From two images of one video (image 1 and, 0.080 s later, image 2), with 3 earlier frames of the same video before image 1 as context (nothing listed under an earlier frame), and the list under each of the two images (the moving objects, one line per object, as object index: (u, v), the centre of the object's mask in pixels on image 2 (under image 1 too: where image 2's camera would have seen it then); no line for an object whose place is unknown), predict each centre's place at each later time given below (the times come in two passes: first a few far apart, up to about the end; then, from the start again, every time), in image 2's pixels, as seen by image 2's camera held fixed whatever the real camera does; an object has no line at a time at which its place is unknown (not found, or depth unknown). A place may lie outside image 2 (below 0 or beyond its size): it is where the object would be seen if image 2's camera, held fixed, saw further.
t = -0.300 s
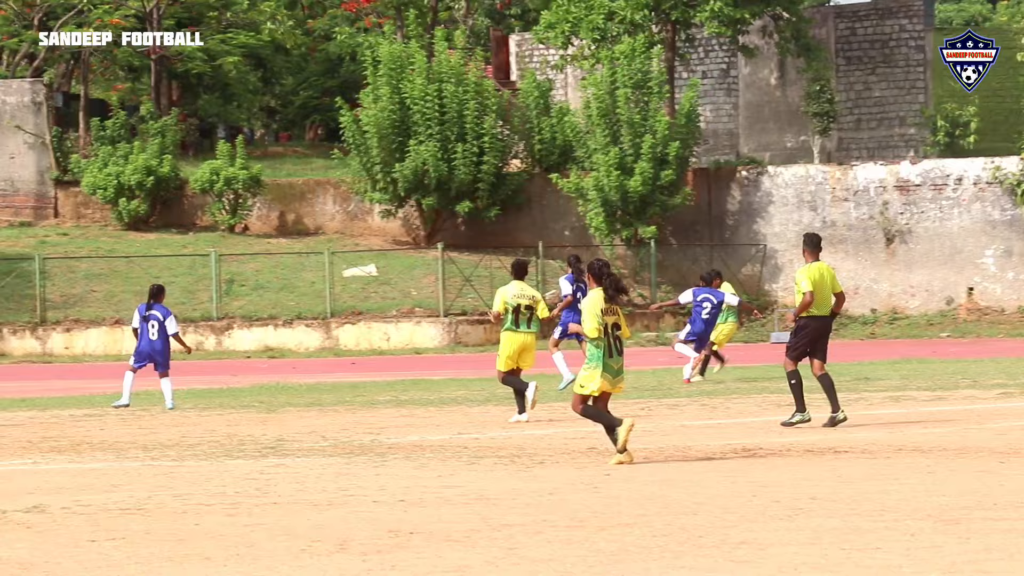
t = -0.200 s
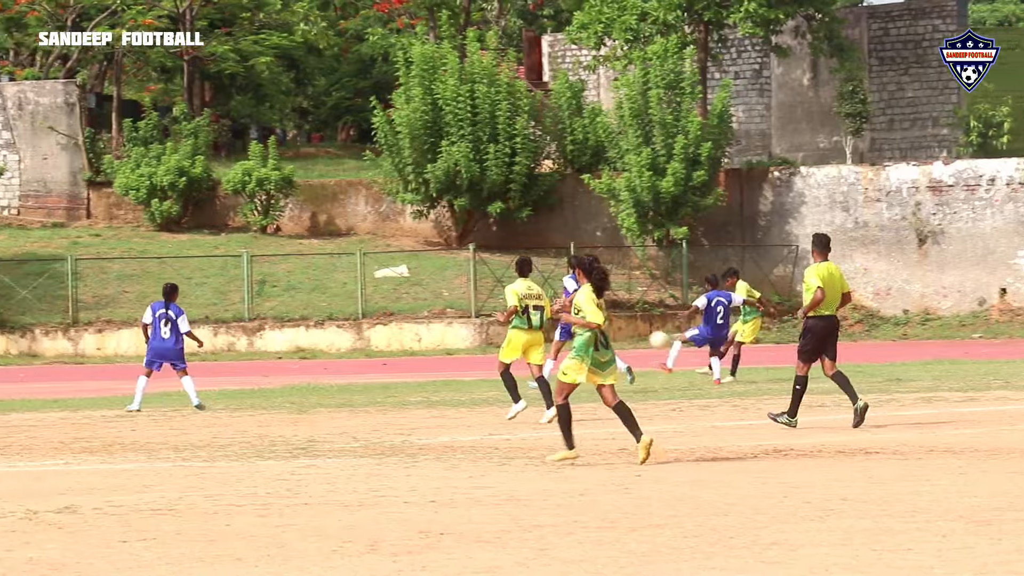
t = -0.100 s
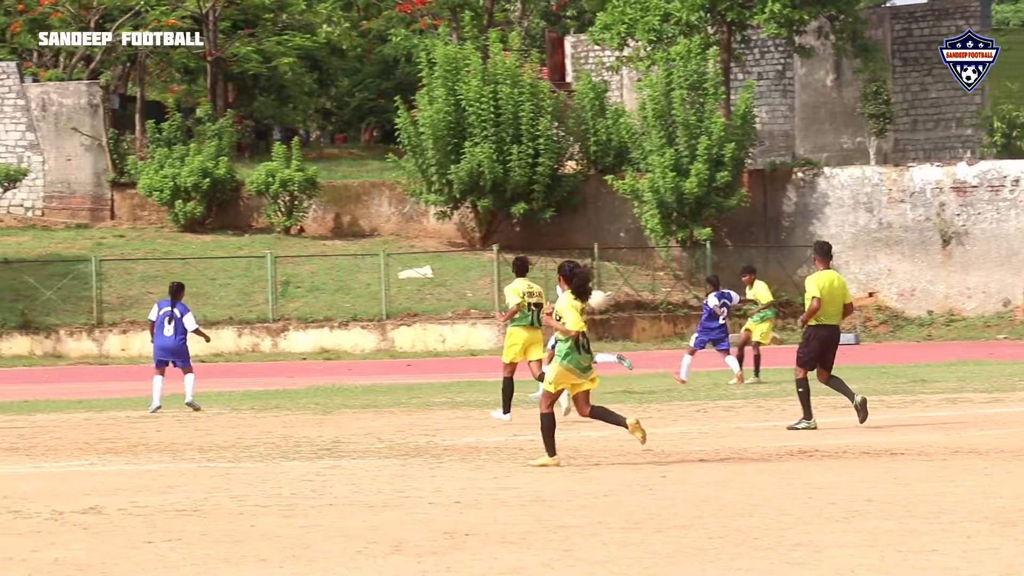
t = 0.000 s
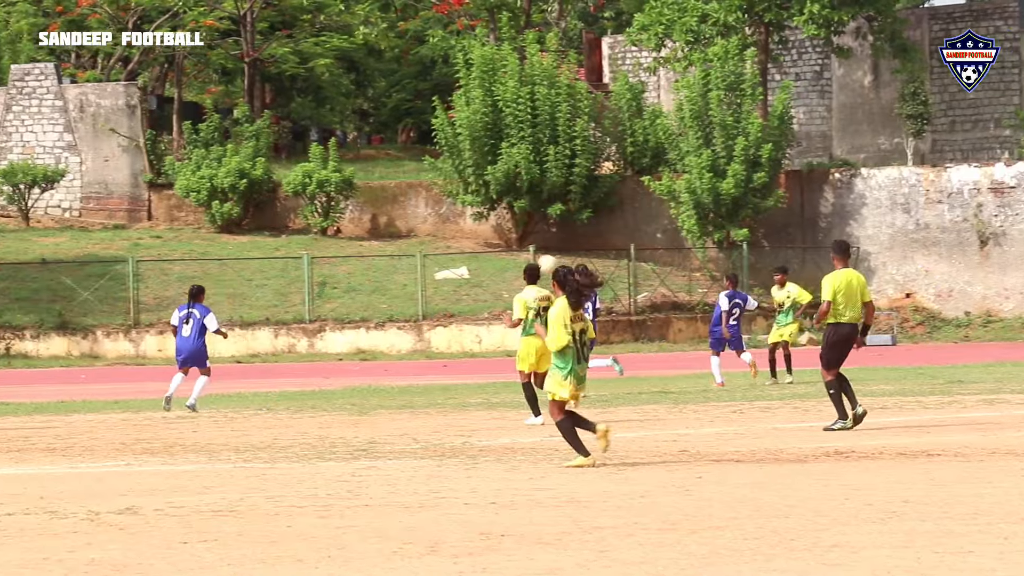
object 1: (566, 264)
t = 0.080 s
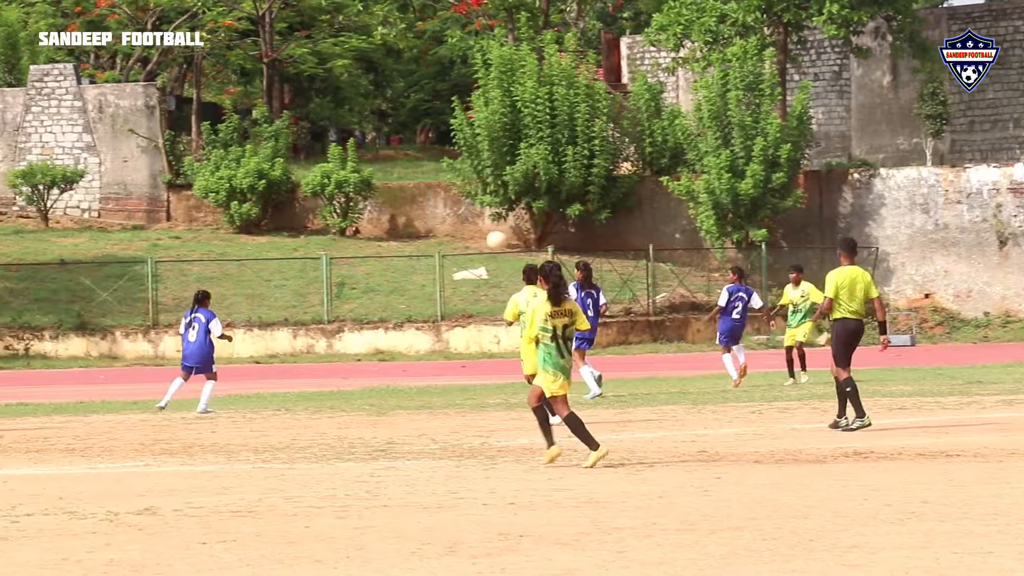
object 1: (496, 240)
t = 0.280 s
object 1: (318, 199)
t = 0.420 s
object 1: (187, 184)
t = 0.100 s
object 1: (478, 234)
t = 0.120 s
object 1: (461, 230)
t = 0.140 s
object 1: (442, 225)
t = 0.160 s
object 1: (425, 222)
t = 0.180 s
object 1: (407, 217)
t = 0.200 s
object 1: (390, 213)
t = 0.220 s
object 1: (372, 209)
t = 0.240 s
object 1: (354, 206)
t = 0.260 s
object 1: (336, 202)
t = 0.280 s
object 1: (318, 199)
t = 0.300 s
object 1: (300, 196)
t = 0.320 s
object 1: (282, 193)
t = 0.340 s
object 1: (263, 191)
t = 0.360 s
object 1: (245, 189)
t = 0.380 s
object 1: (226, 187)
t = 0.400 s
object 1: (207, 186)
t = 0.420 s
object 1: (187, 184)
